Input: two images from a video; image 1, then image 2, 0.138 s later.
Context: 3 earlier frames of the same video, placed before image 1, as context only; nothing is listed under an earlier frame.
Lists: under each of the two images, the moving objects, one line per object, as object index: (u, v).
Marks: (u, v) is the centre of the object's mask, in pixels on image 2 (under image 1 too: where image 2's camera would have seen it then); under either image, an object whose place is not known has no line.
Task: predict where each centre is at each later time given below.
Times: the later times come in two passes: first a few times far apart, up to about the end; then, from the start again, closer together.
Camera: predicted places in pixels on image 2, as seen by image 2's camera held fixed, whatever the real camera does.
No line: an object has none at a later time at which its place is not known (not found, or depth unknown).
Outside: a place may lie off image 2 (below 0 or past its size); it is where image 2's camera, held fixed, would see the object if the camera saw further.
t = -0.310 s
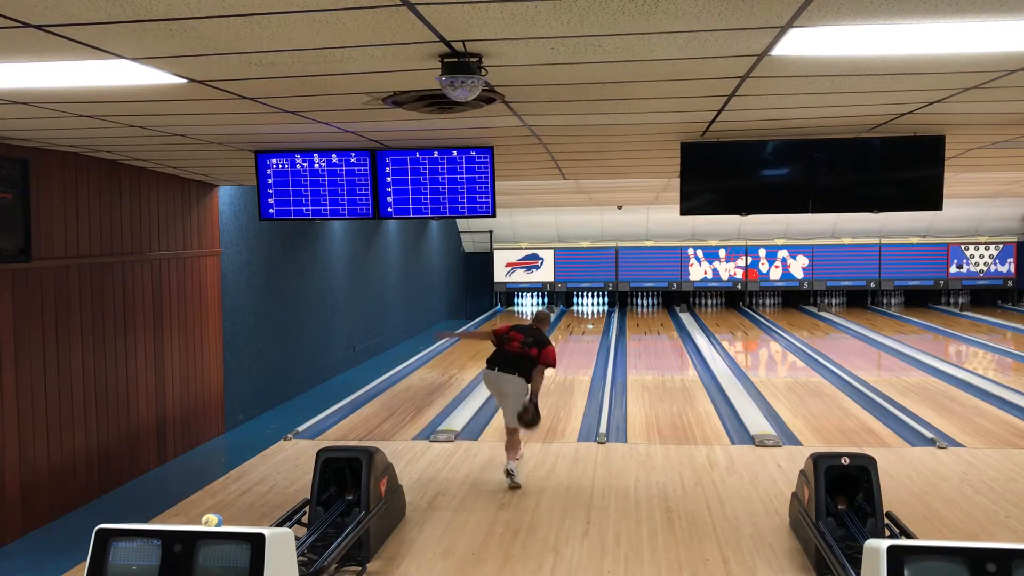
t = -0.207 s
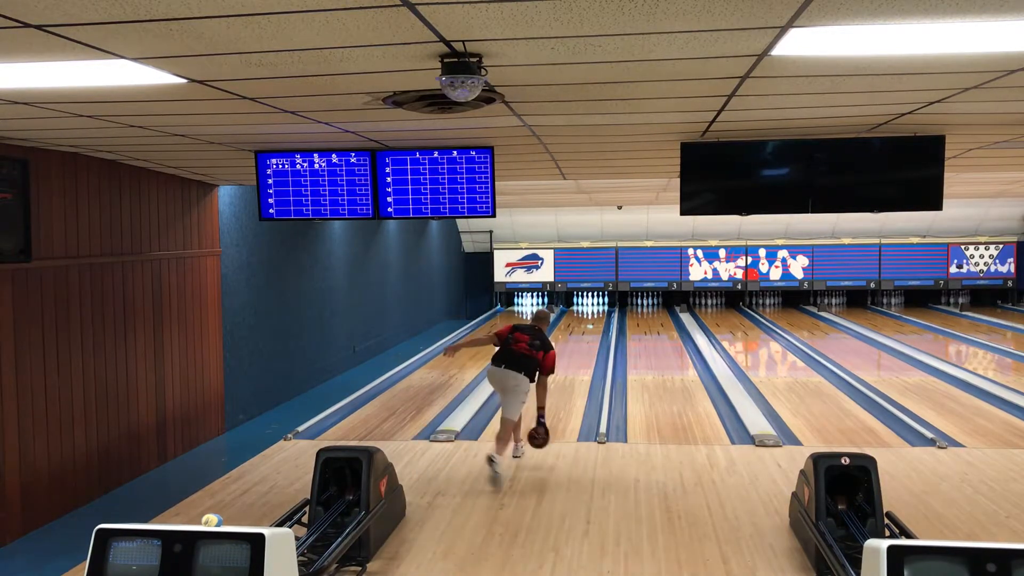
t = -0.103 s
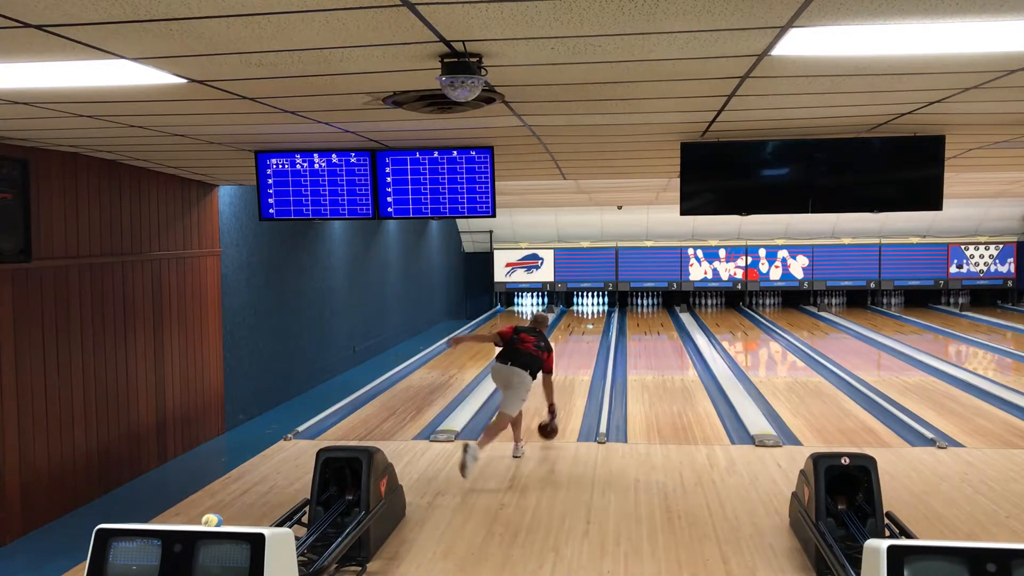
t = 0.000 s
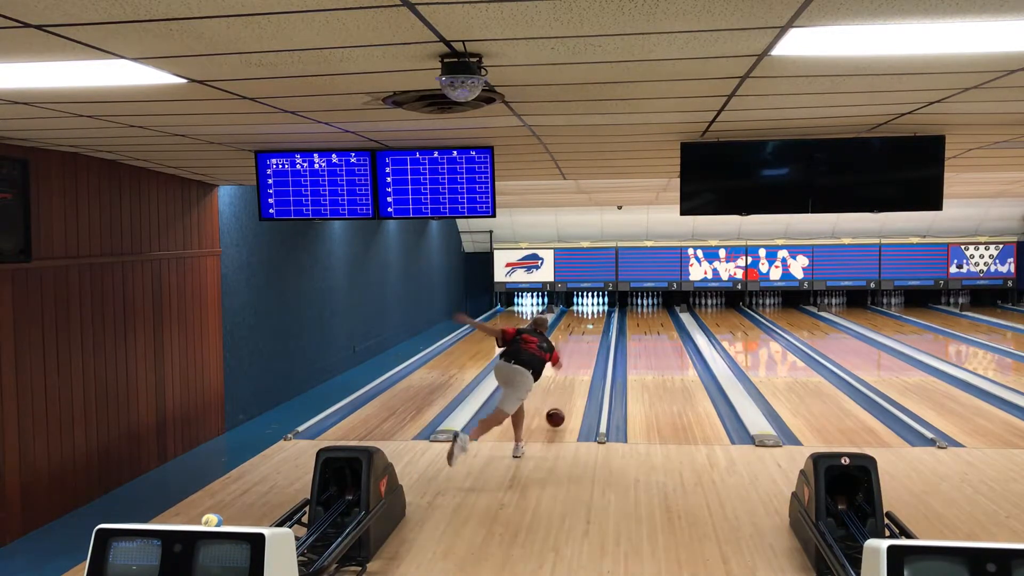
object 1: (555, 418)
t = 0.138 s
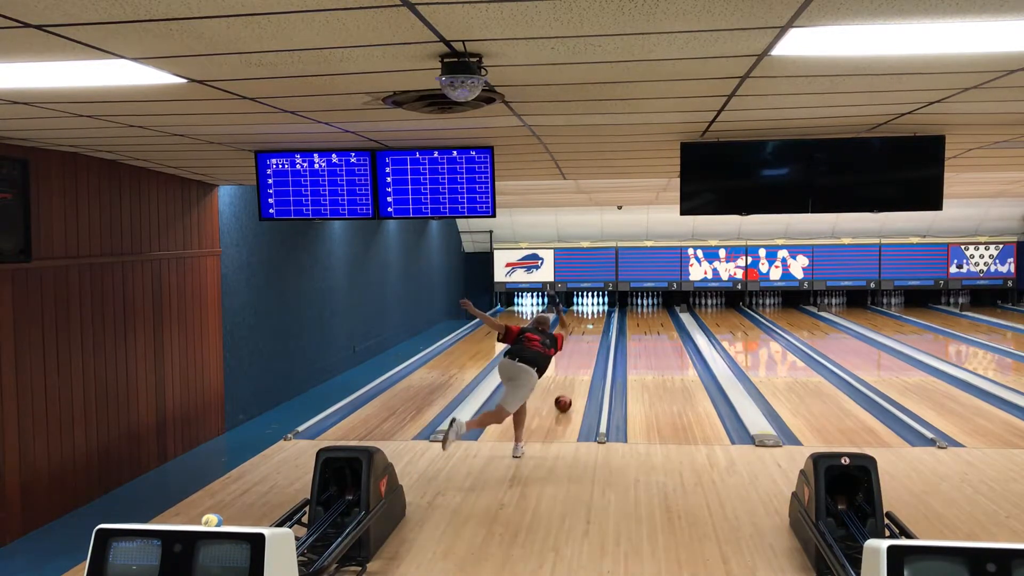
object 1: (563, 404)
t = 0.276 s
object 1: (569, 389)
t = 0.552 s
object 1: (578, 367)
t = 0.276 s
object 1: (569, 389)
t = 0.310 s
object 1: (571, 386)
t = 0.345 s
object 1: (573, 384)
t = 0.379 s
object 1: (573, 380)
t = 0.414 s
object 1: (574, 377)
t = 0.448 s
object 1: (576, 374)
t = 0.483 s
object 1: (577, 372)
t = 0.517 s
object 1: (578, 369)
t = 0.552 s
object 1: (578, 367)
